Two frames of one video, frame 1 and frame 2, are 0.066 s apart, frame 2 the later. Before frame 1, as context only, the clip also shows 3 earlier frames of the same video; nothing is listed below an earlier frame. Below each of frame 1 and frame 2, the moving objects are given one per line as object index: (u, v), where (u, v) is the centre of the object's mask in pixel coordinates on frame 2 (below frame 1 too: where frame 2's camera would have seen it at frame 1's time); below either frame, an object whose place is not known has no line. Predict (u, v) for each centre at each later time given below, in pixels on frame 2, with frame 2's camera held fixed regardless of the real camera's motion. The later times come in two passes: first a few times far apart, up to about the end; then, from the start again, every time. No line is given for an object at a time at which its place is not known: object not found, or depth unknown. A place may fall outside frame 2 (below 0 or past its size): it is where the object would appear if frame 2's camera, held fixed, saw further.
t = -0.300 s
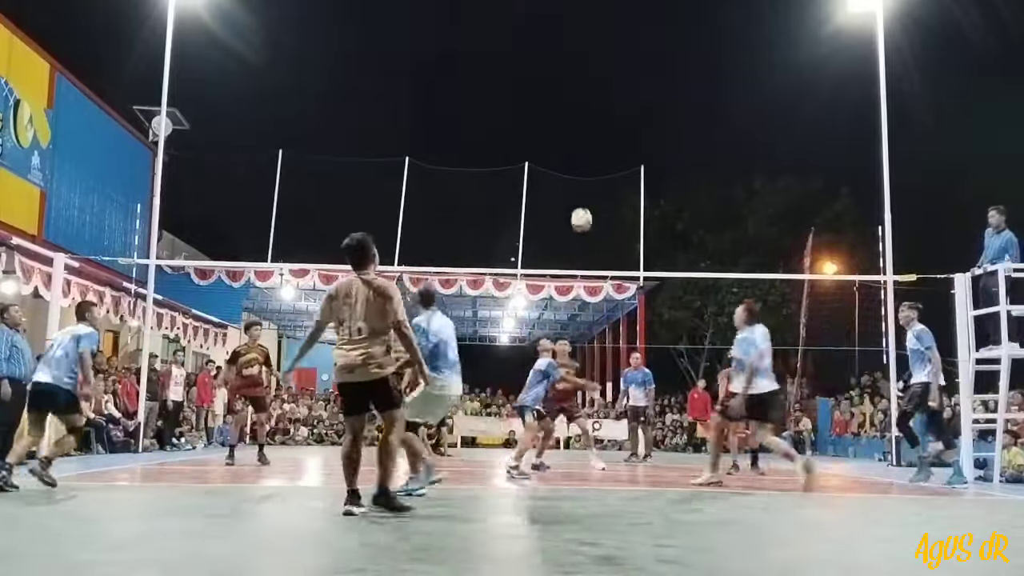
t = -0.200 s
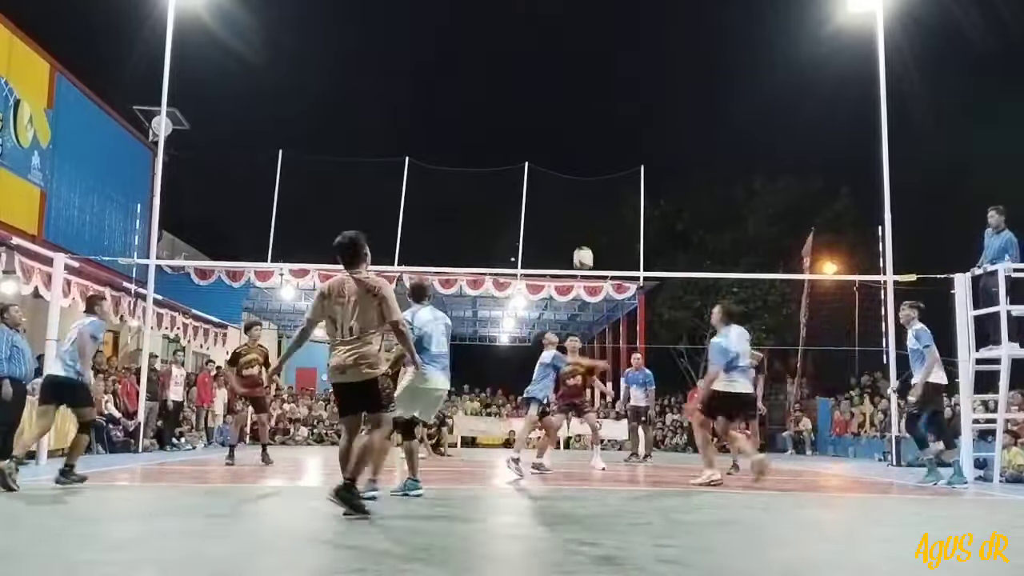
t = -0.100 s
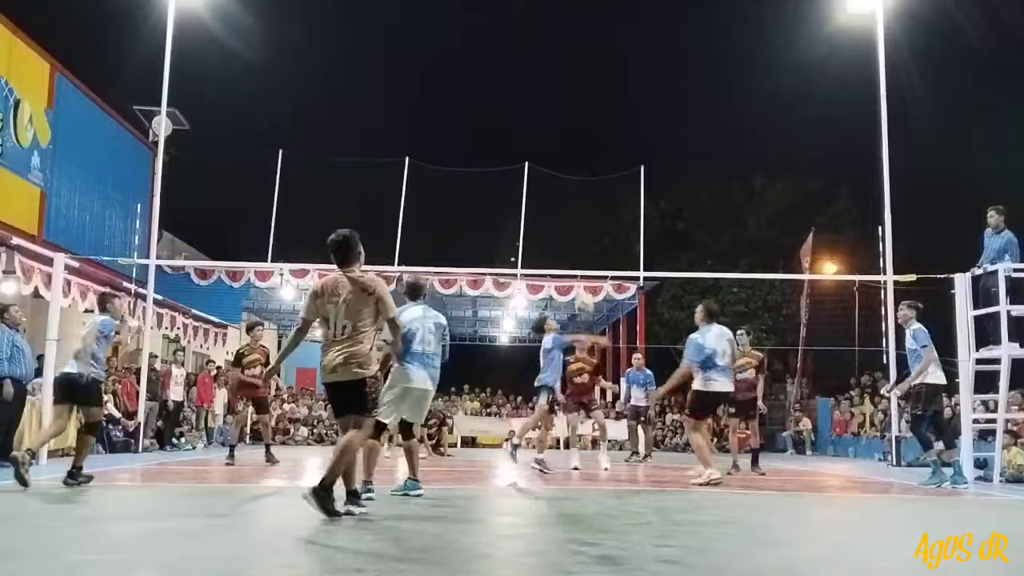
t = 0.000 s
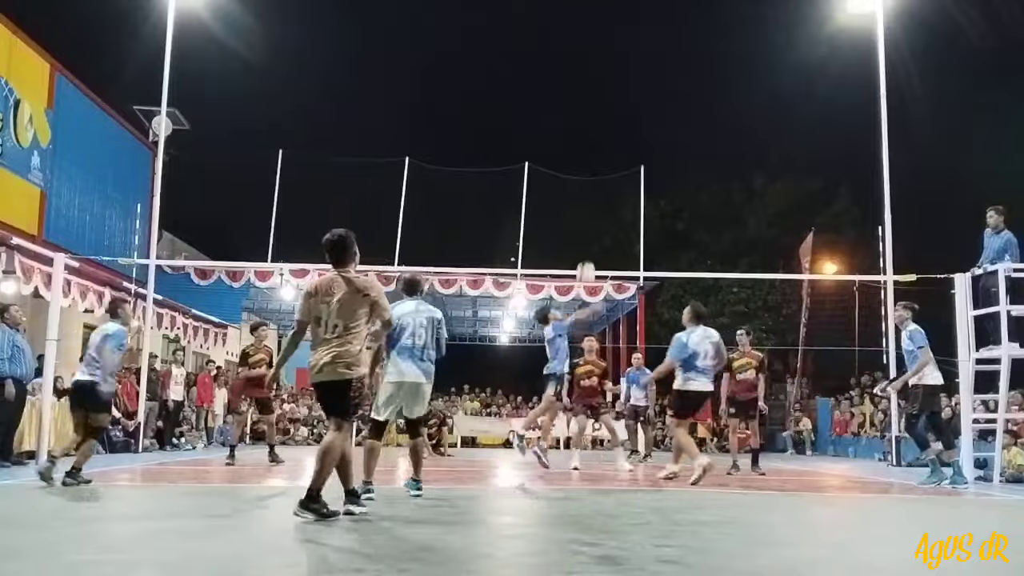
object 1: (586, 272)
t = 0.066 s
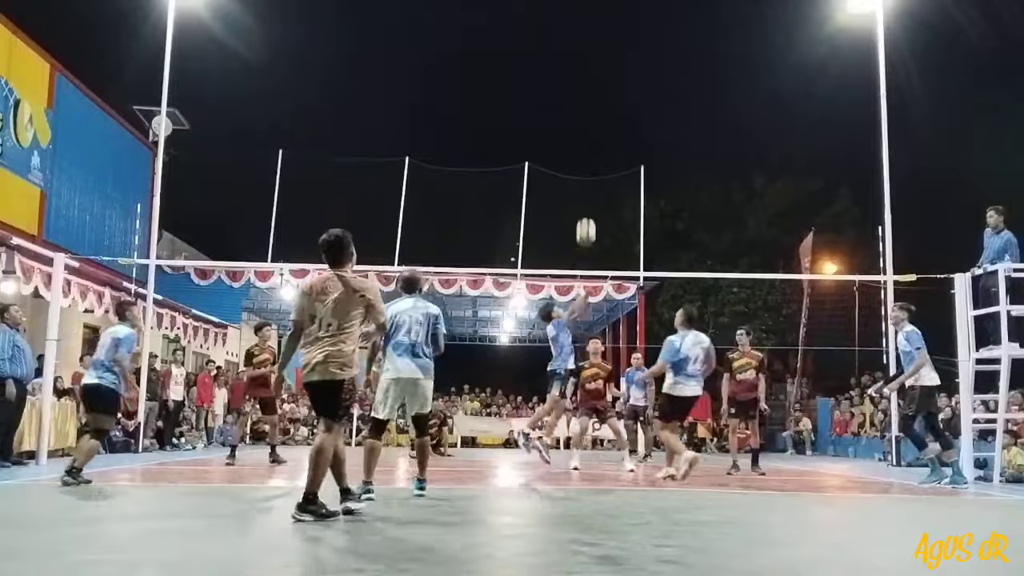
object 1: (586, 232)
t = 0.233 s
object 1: (587, 140)
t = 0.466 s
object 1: (588, 53)
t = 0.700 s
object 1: (588, 10)
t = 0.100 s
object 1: (586, 212)
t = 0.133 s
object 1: (586, 192)
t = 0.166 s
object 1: (586, 174)
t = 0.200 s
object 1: (587, 156)
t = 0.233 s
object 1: (587, 140)
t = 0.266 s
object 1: (587, 125)
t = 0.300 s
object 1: (587, 111)
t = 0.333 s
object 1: (587, 97)
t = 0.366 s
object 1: (587, 85)
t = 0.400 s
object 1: (587, 73)
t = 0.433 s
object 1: (588, 63)
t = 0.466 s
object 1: (588, 53)
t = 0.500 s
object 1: (588, 44)
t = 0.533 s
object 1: (588, 36)
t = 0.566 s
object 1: (588, 29)
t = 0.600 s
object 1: (588, 23)
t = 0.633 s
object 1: (588, 18)
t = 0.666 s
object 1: (588, 14)
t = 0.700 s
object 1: (588, 10)
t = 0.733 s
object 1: (588, 9)
